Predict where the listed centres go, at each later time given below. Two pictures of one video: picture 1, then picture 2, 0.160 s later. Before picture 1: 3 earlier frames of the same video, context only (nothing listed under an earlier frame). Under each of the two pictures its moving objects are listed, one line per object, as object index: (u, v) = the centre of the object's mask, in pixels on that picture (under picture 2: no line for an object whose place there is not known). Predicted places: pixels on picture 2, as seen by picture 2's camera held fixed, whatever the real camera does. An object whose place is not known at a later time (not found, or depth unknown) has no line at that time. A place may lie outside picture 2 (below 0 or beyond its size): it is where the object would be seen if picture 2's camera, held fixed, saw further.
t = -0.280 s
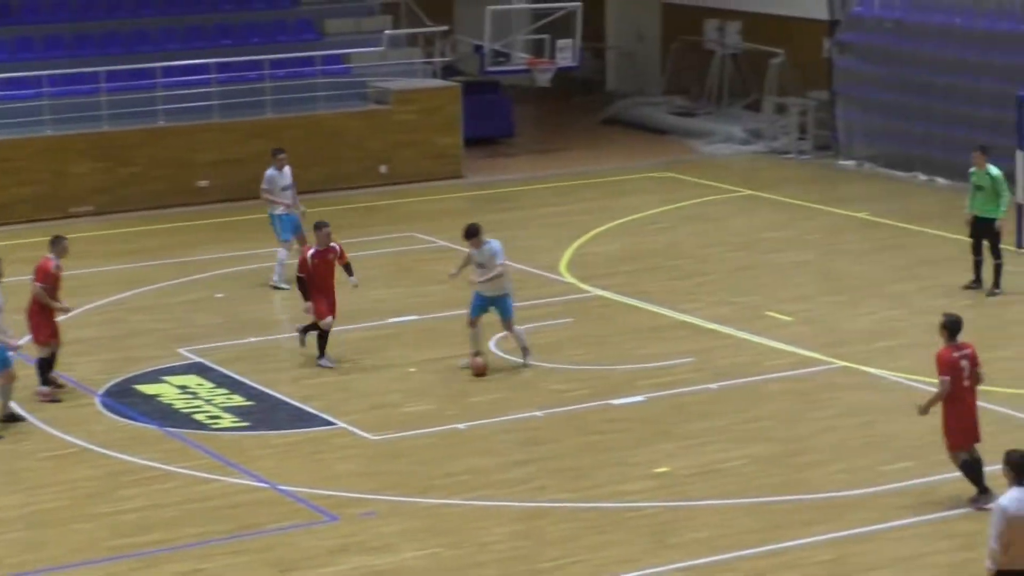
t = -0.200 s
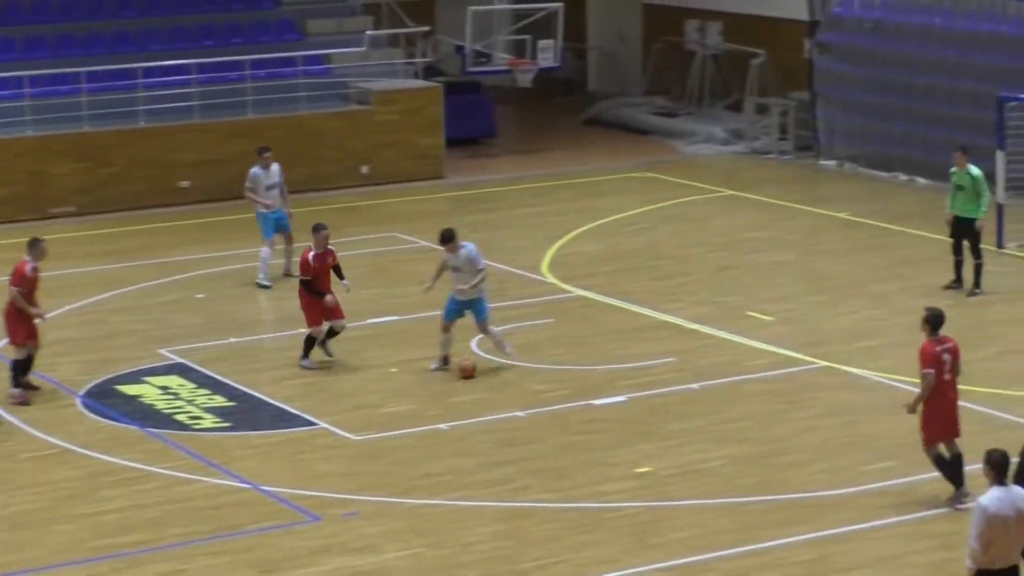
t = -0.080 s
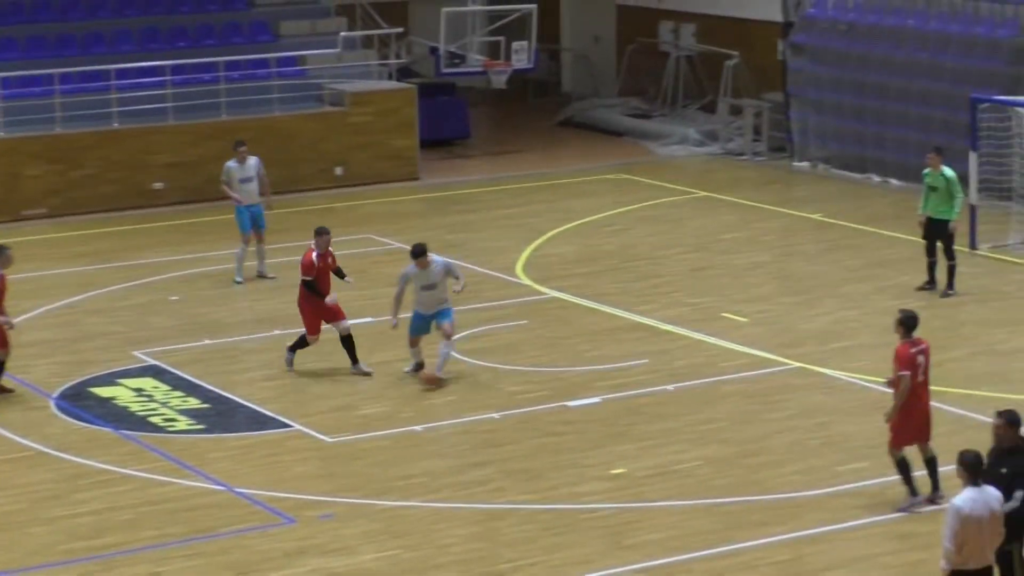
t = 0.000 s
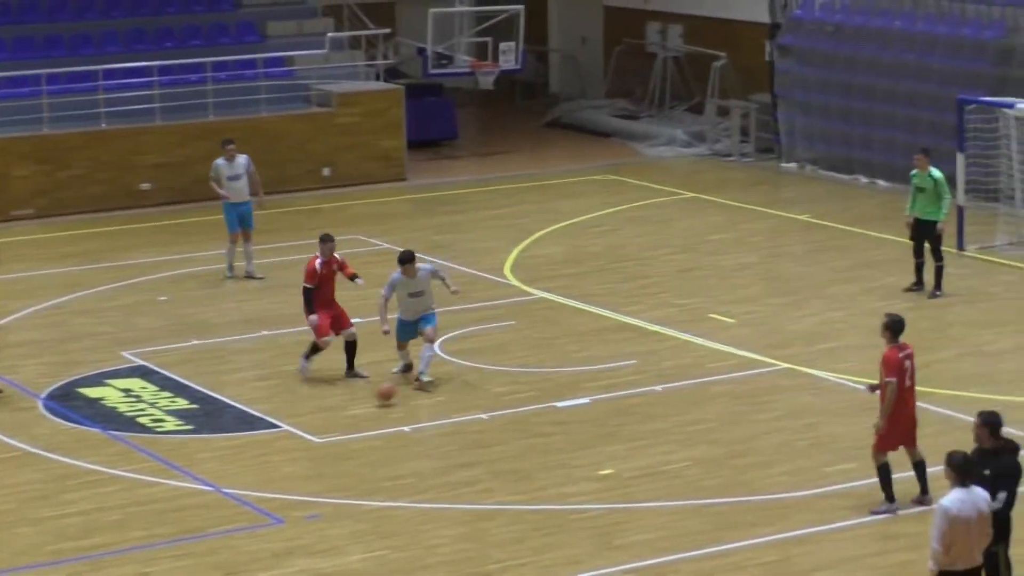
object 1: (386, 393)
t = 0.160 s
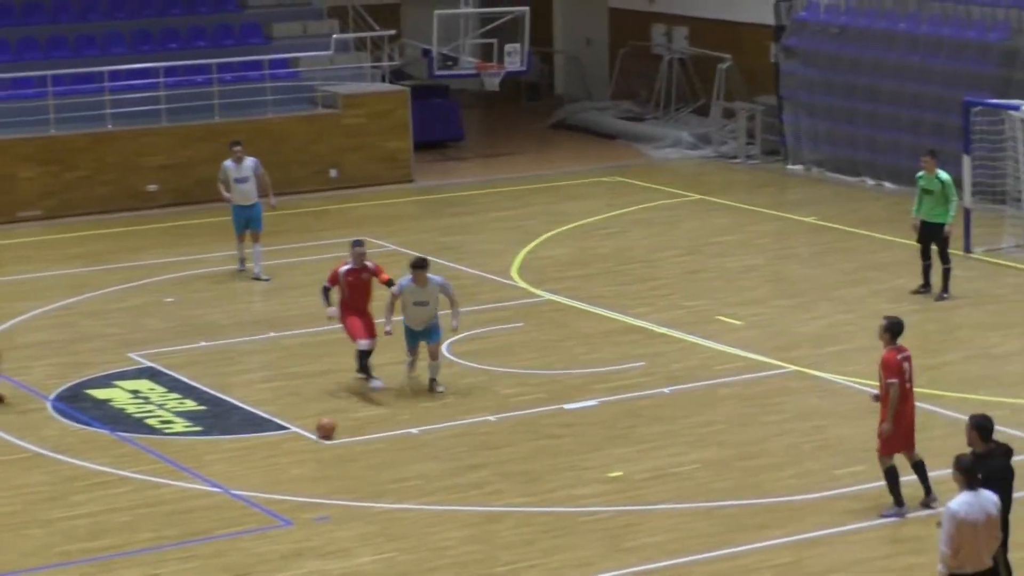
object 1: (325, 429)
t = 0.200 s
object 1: (310, 437)
